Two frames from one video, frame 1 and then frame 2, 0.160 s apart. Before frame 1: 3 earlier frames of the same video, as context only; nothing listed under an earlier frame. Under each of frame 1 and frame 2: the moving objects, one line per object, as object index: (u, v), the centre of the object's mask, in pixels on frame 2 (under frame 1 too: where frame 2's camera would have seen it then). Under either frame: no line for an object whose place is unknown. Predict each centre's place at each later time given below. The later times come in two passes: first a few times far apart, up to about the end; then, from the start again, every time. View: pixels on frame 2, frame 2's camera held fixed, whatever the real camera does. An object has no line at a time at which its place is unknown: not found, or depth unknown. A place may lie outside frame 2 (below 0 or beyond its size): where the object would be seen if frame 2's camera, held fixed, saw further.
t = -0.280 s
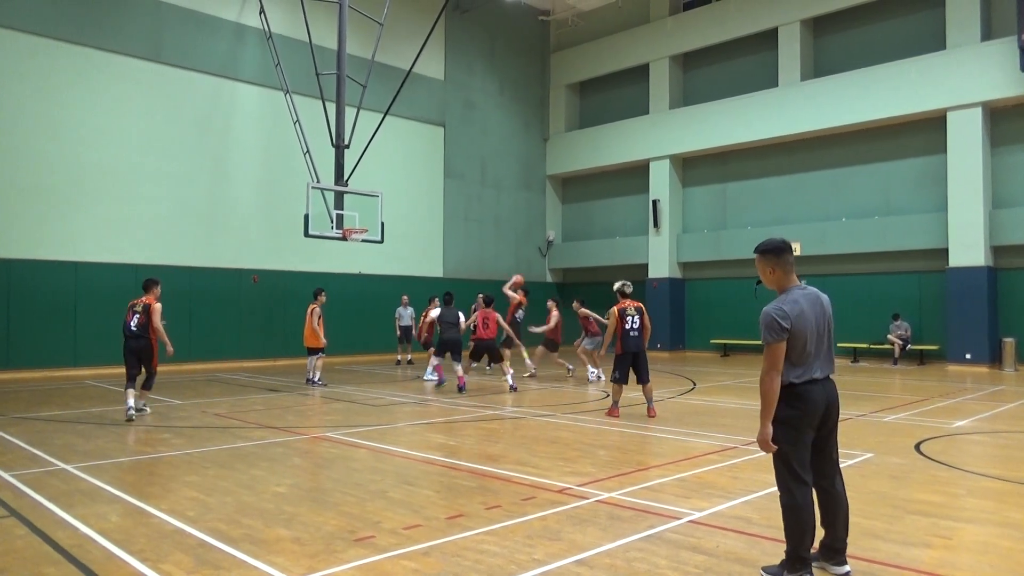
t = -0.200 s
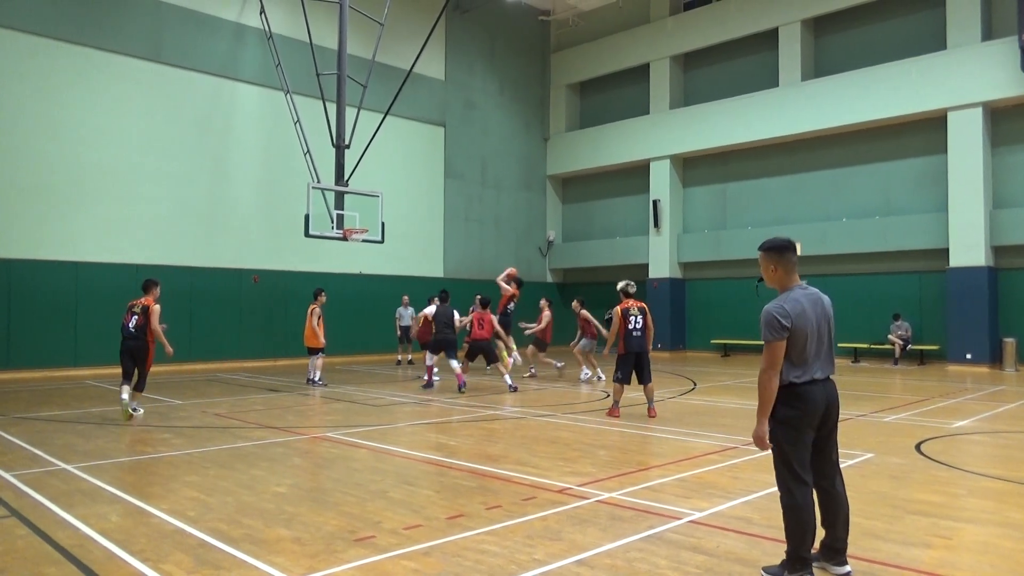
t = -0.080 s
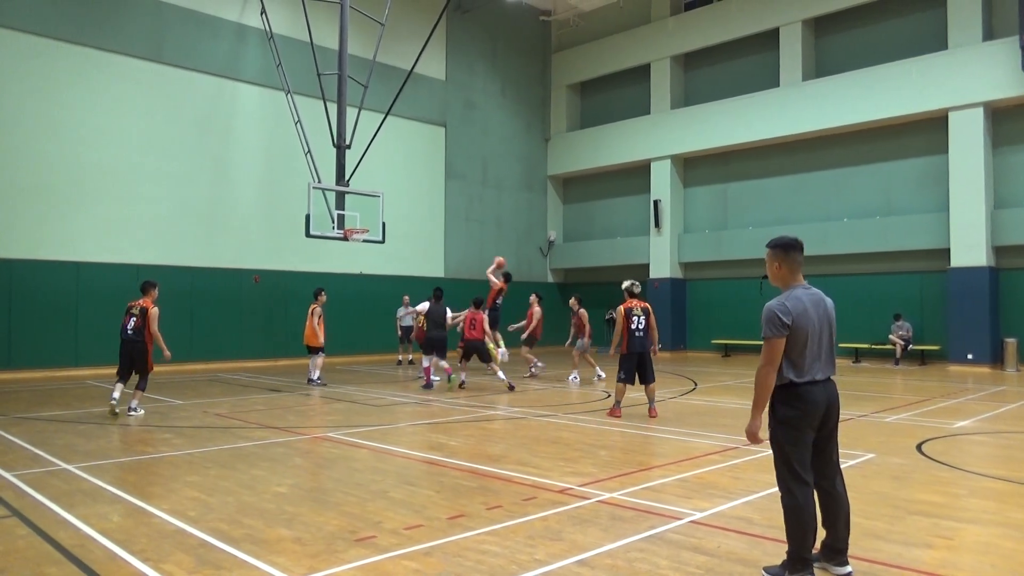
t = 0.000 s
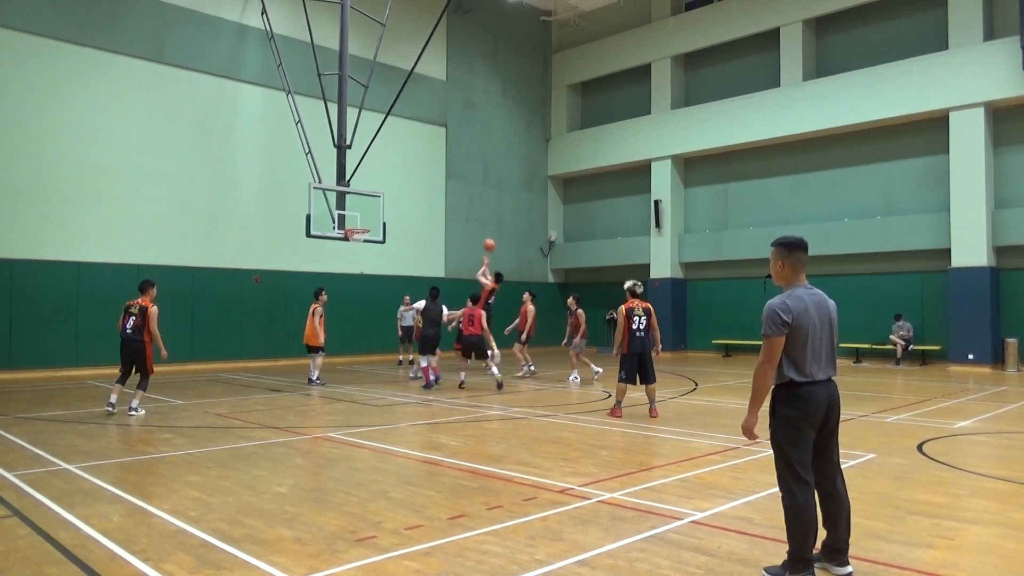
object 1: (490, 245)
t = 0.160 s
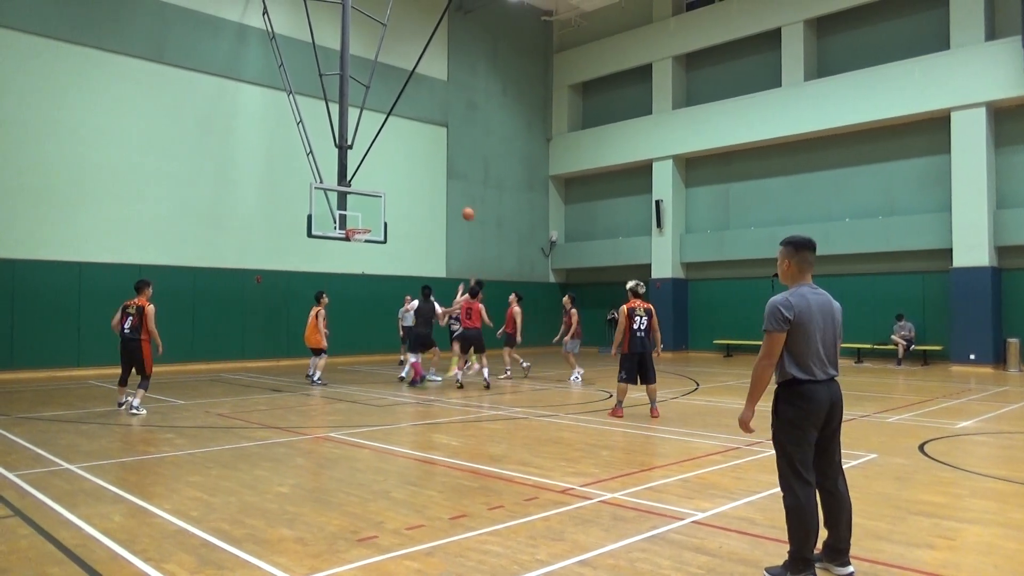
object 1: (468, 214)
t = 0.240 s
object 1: (457, 203)
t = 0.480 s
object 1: (425, 190)
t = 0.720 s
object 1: (393, 205)
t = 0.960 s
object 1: (381, 237)
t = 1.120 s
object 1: (399, 263)
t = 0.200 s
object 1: (462, 208)
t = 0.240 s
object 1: (457, 203)
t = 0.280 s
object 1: (452, 199)
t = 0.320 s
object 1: (446, 196)
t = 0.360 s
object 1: (441, 193)
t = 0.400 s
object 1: (435, 192)
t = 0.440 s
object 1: (430, 191)
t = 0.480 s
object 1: (425, 190)
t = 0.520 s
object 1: (419, 191)
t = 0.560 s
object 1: (414, 193)
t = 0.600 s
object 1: (409, 194)
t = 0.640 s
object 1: (404, 197)
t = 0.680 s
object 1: (398, 201)
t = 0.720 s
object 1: (393, 205)
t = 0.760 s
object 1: (388, 210)
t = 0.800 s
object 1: (383, 216)
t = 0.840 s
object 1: (377, 222)
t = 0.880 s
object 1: (373, 229)
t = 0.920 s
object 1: (376, 233)
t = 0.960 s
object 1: (381, 237)
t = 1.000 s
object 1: (386, 242)
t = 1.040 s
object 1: (390, 249)
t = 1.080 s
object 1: (395, 255)
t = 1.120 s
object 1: (399, 263)
